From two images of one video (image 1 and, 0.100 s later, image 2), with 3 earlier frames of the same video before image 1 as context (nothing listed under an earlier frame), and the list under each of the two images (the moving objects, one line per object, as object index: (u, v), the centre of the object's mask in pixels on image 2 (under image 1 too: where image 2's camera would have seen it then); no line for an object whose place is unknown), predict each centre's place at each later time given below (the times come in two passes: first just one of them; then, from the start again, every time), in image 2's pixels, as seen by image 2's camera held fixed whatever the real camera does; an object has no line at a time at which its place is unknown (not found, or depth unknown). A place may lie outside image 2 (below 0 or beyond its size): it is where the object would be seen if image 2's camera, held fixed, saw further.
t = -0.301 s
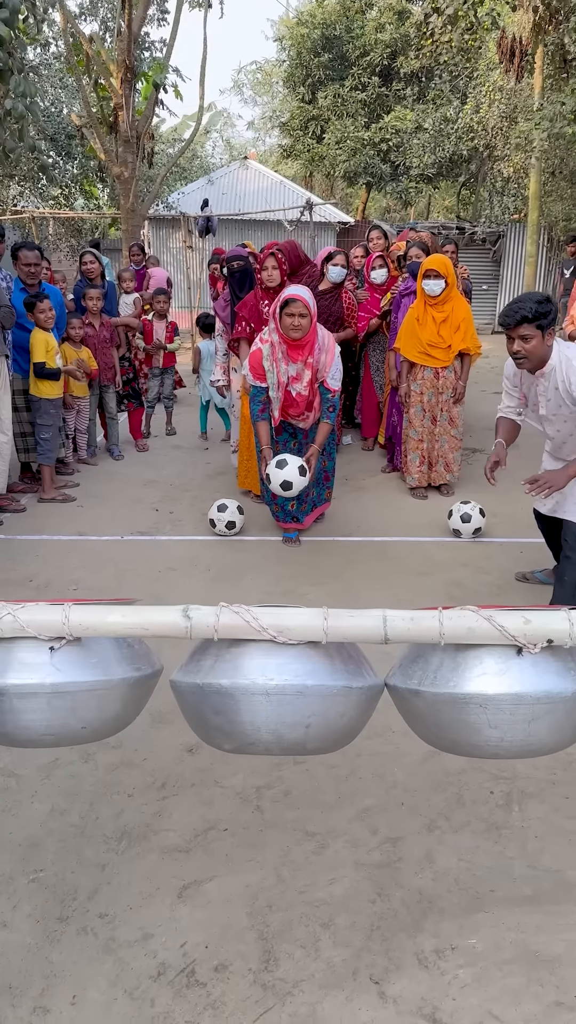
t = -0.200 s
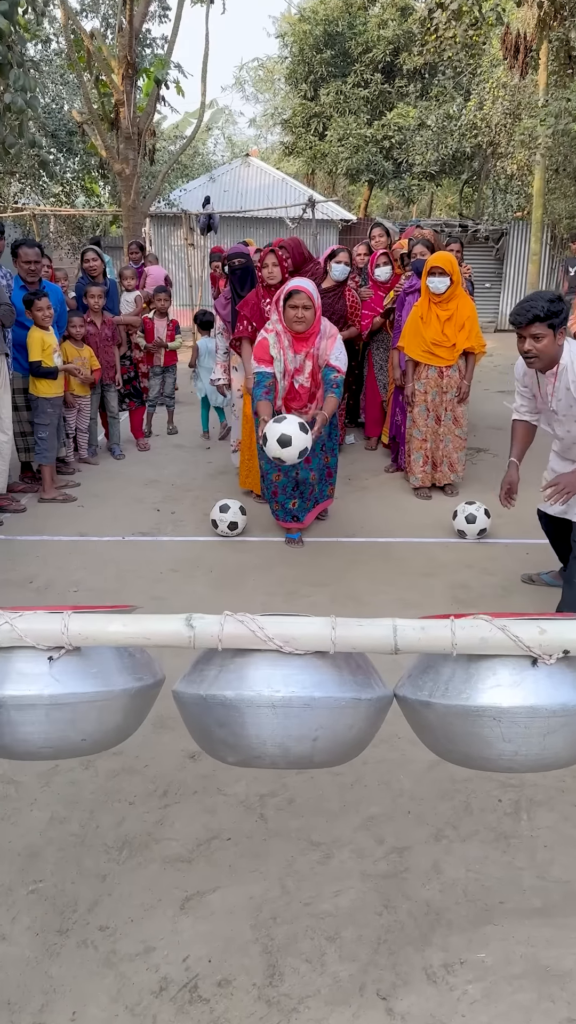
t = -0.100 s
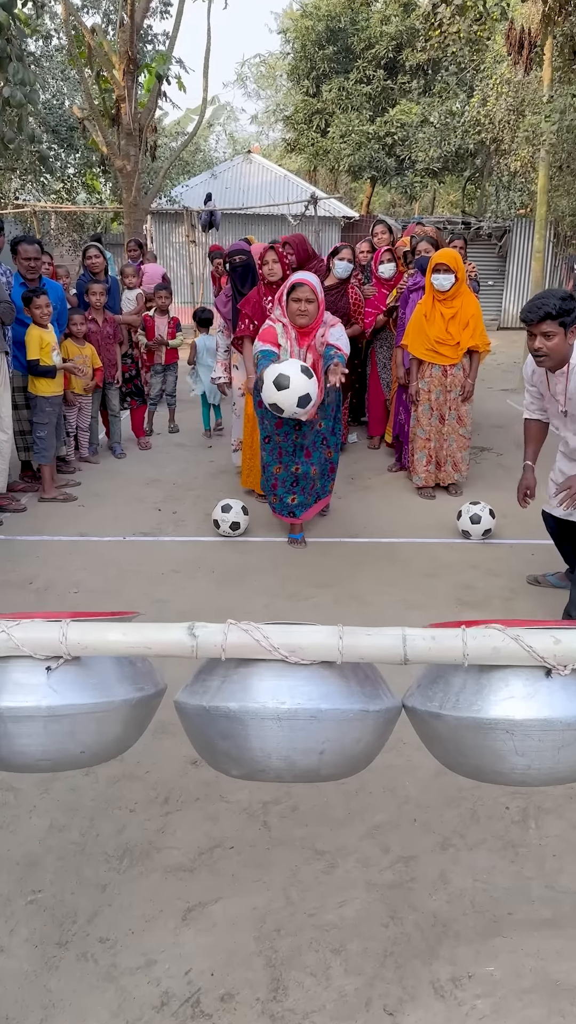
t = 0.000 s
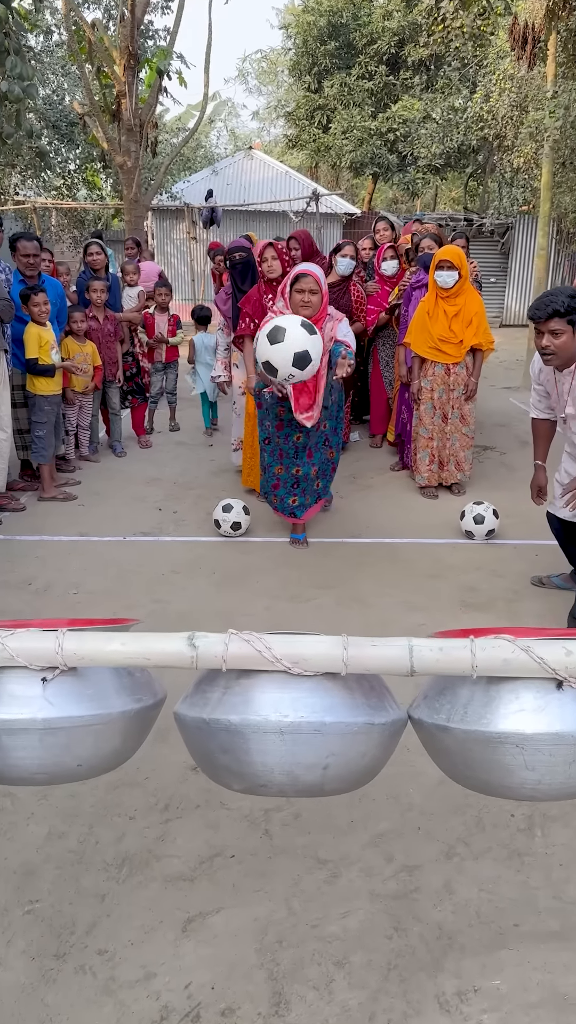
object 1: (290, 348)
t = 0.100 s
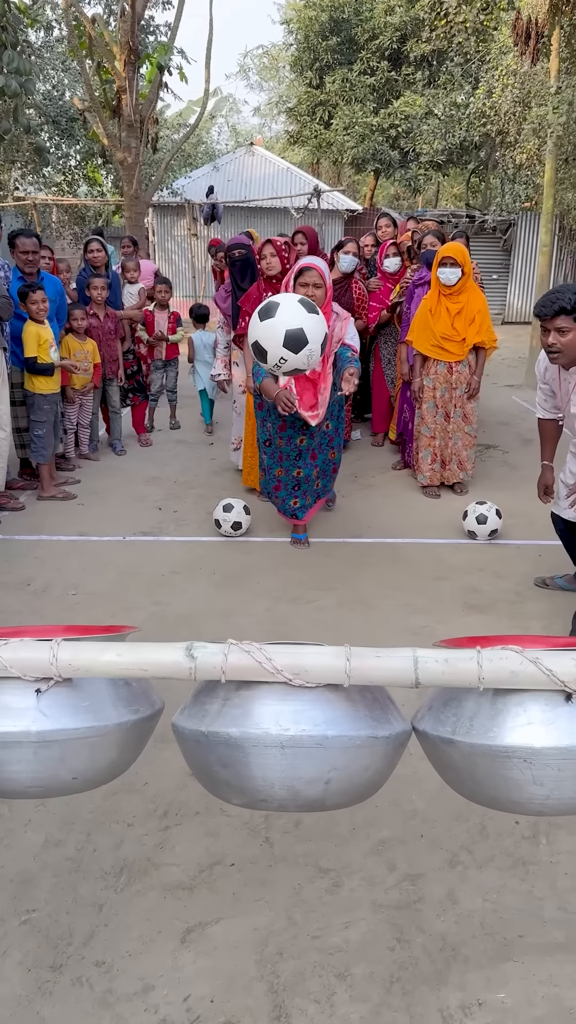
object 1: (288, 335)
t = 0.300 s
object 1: (275, 452)
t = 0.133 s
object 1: (286, 338)
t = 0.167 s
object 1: (285, 347)
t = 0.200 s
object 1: (283, 361)
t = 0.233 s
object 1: (280, 383)
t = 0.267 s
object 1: (278, 413)
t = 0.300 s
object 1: (275, 452)
